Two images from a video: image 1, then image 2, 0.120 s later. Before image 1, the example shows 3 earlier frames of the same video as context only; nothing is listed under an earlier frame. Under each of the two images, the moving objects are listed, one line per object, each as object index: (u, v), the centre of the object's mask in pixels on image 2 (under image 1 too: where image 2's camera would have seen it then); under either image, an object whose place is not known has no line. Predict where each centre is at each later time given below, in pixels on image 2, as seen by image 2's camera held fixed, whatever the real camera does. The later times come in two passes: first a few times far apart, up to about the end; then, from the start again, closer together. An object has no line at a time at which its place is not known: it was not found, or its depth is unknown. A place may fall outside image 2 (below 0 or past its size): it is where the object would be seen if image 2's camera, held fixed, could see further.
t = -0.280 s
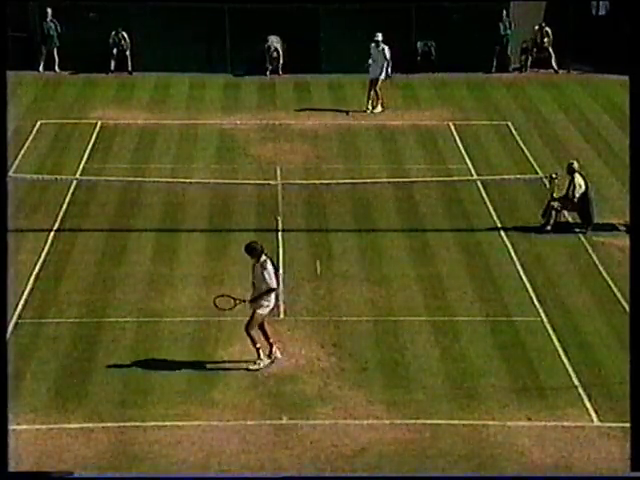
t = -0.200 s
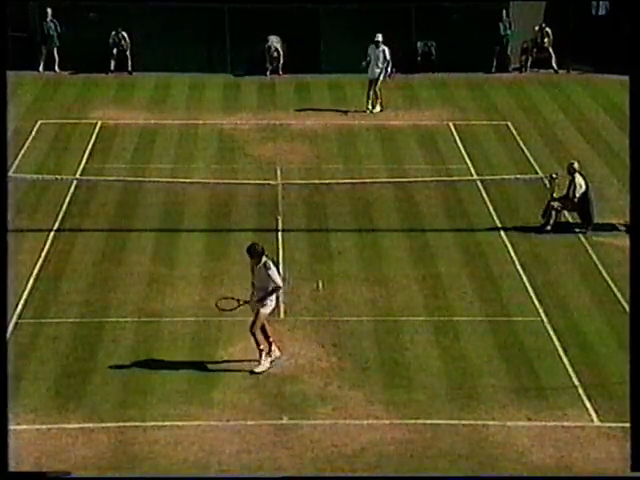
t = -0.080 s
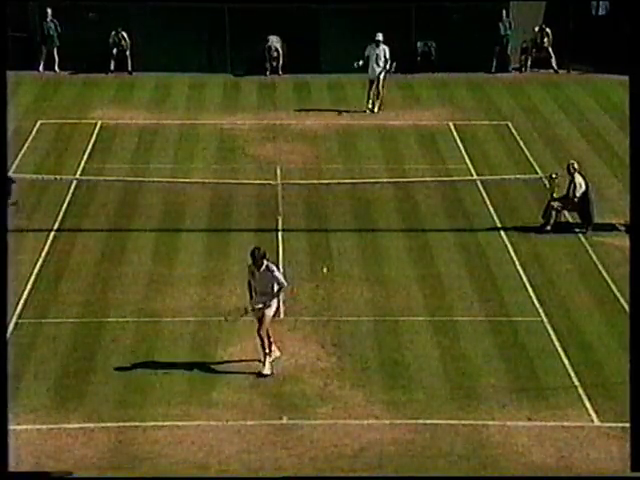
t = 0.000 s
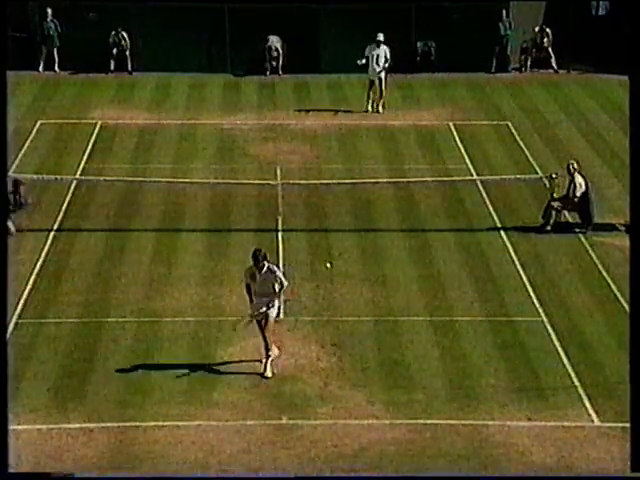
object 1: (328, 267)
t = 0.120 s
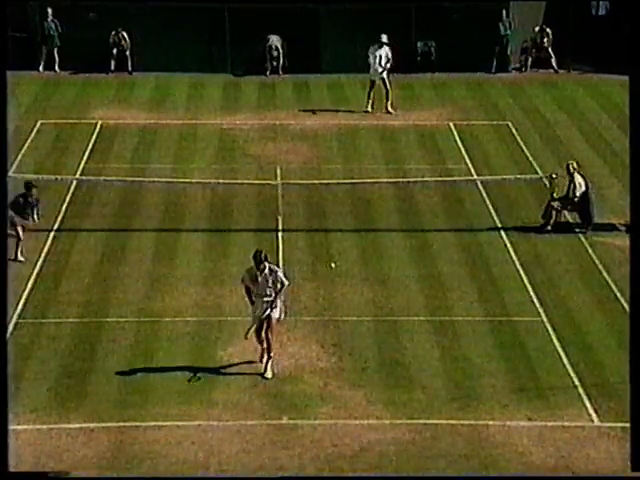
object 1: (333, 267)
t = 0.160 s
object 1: (335, 268)
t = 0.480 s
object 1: (347, 321)
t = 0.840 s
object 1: (359, 322)
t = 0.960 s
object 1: (365, 338)
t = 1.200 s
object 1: (374, 352)
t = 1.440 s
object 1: (382, 371)
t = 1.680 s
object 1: (391, 380)
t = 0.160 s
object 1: (335, 268)
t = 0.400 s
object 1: (344, 302)
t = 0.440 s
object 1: (346, 311)
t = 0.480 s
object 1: (347, 321)
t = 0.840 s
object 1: (359, 322)
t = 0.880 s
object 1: (362, 326)
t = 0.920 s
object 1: (364, 331)
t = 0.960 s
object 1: (365, 338)
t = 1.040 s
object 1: (368, 354)
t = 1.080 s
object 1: (369, 357)
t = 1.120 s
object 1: (372, 355)
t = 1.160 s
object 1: (373, 354)
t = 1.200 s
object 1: (374, 352)
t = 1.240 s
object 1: (376, 354)
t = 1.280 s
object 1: (377, 355)
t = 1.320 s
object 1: (378, 358)
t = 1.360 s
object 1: (381, 362)
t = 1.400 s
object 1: (381, 366)
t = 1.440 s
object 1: (382, 371)
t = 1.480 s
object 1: (383, 373)
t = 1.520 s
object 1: (385, 372)
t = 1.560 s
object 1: (387, 372)
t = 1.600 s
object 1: (388, 373)
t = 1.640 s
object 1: (389, 376)
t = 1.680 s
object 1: (391, 380)
